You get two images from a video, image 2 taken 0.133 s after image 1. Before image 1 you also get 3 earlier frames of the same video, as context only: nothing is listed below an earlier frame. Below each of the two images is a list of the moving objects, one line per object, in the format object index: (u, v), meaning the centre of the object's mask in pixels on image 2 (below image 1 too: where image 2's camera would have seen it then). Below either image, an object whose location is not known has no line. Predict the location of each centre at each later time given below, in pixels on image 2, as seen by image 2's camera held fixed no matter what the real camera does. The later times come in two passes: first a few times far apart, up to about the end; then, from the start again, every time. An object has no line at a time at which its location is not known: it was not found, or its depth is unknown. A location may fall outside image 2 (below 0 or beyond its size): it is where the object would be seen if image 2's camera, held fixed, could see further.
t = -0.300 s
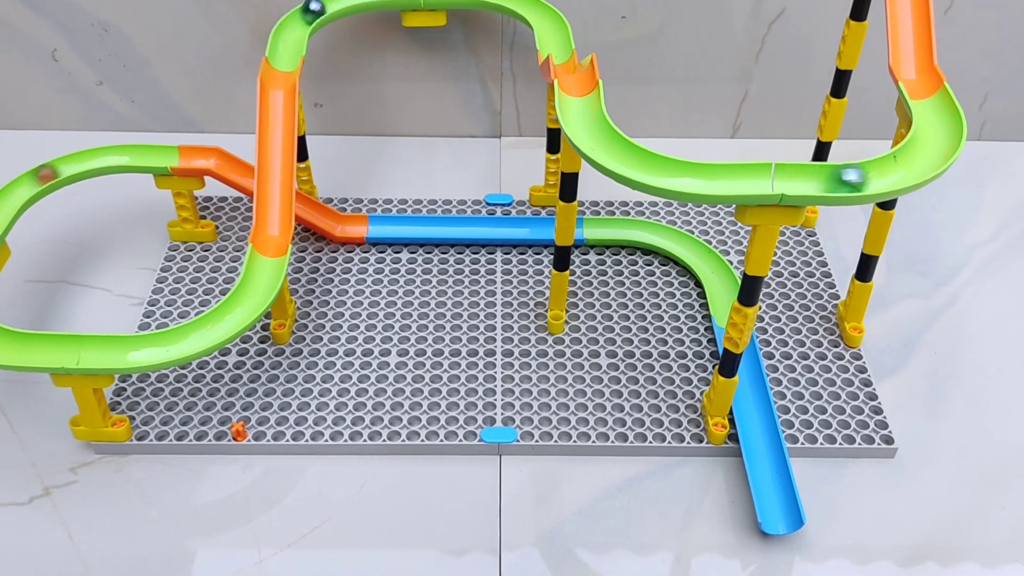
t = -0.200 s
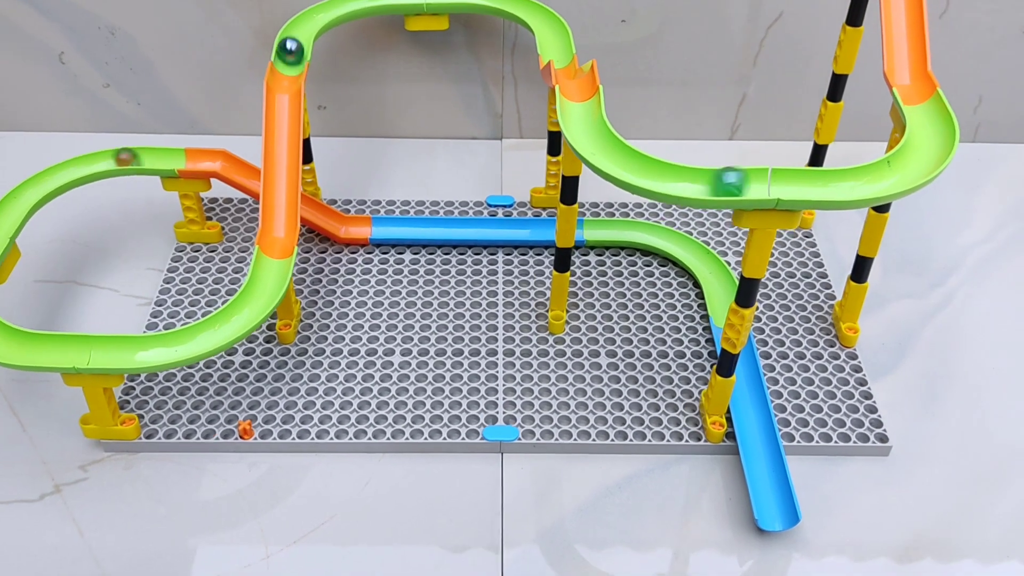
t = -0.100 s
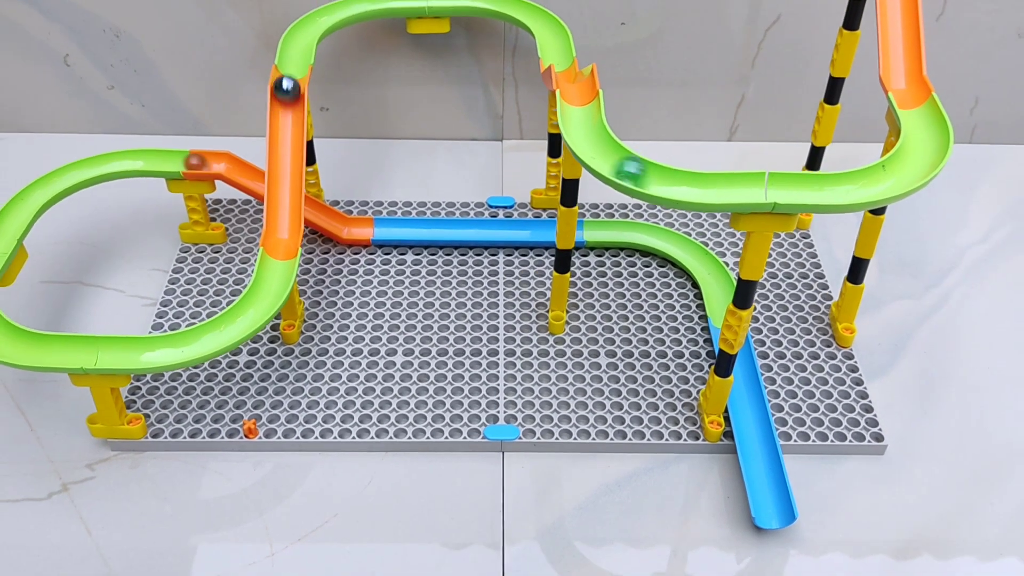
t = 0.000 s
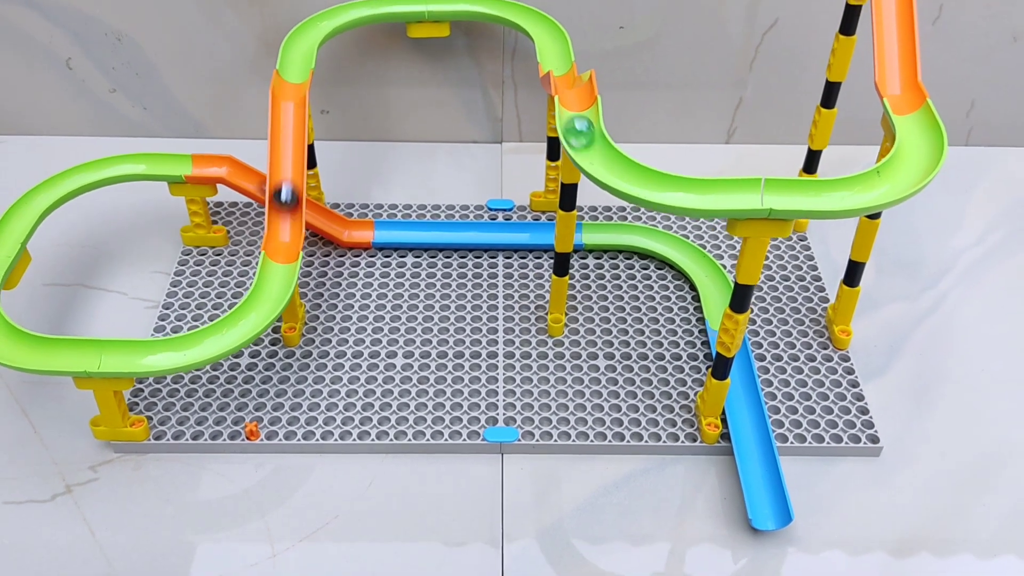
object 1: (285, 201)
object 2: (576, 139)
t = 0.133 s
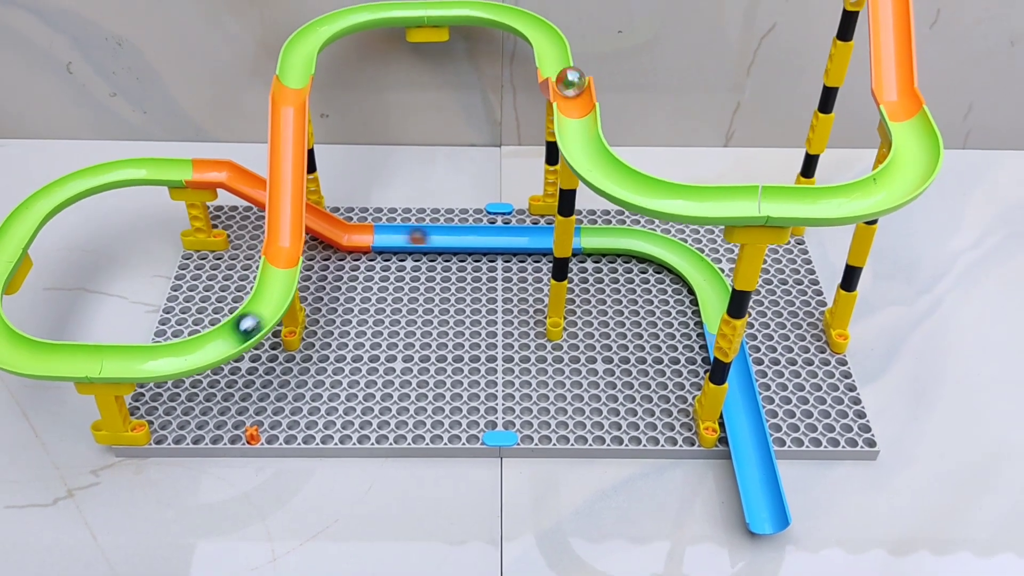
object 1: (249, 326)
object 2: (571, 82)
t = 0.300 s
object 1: (69, 360)
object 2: (555, 66)
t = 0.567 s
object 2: (383, 8)
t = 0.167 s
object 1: (215, 345)
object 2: (569, 81)
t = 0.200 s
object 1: (177, 358)
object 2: (564, 82)
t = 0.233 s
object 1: (141, 361)
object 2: (563, 83)
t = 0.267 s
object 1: (105, 360)
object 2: (561, 83)
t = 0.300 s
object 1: (69, 360)
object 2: (555, 66)
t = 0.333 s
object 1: (36, 358)
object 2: (551, 48)
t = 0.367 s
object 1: (9, 351)
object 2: (540, 27)
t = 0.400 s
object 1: (1, 338)
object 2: (520, 16)
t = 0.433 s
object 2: (494, 8)
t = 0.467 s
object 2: (466, 5)
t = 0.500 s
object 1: (-3, 282)
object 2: (438, 7)
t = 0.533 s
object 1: (2, 262)
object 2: (411, 8)
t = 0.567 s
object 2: (383, 8)
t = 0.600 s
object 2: (356, 12)
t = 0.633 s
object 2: (332, 21)
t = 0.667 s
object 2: (313, 34)
